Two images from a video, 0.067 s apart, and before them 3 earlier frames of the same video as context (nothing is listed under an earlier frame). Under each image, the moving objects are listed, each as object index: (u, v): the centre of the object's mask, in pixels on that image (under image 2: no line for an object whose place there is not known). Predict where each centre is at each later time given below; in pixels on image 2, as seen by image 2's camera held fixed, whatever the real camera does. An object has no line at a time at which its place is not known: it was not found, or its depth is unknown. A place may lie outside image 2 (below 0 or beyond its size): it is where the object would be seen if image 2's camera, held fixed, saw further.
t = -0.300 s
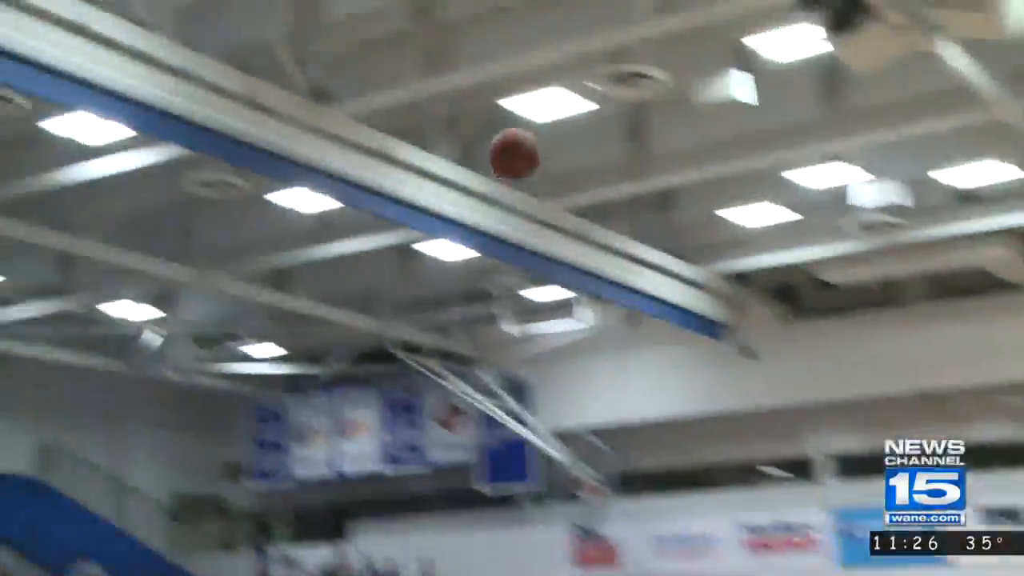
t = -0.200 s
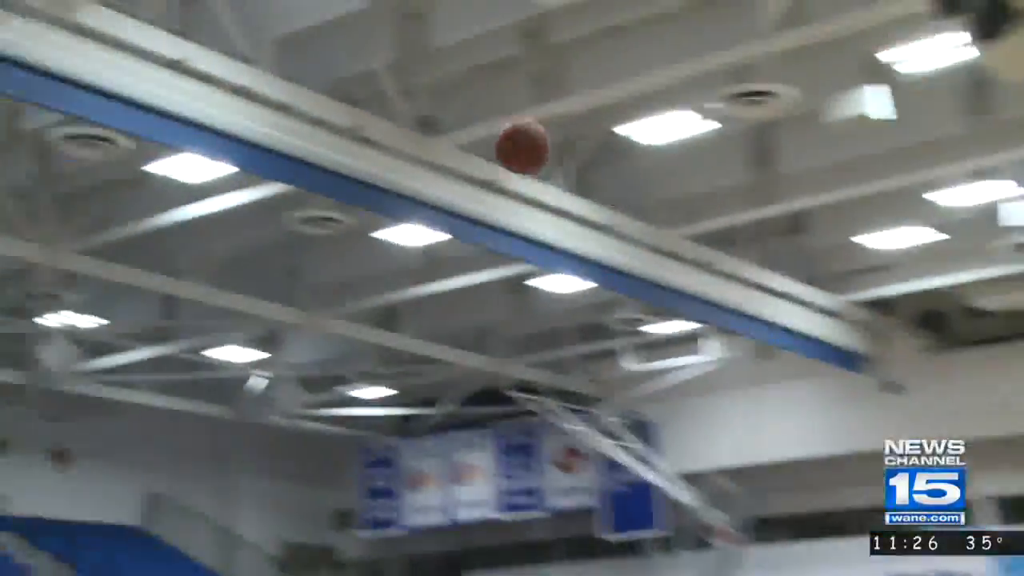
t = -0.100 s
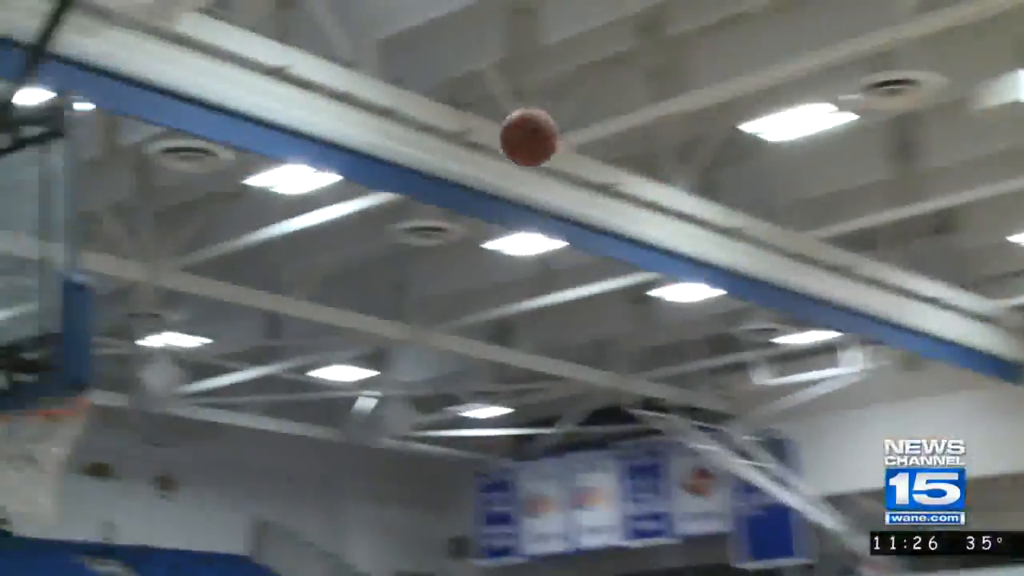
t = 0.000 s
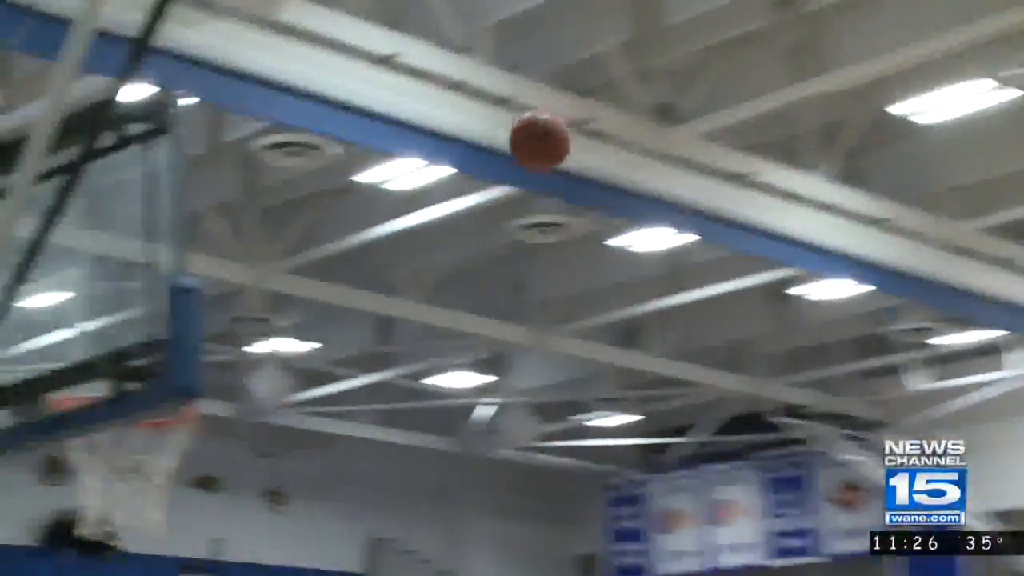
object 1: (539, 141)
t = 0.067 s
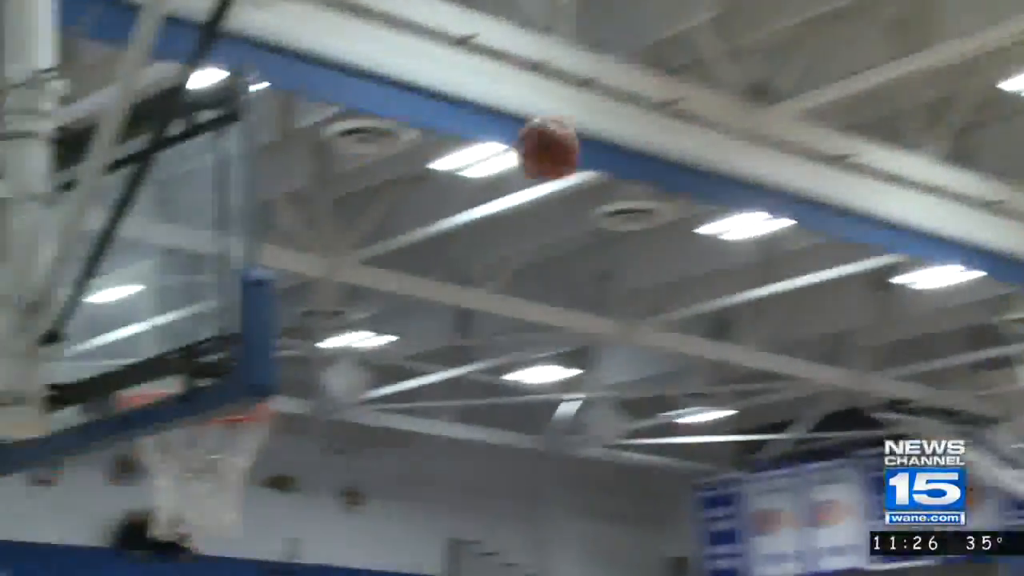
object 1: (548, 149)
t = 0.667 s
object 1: (105, 729)
